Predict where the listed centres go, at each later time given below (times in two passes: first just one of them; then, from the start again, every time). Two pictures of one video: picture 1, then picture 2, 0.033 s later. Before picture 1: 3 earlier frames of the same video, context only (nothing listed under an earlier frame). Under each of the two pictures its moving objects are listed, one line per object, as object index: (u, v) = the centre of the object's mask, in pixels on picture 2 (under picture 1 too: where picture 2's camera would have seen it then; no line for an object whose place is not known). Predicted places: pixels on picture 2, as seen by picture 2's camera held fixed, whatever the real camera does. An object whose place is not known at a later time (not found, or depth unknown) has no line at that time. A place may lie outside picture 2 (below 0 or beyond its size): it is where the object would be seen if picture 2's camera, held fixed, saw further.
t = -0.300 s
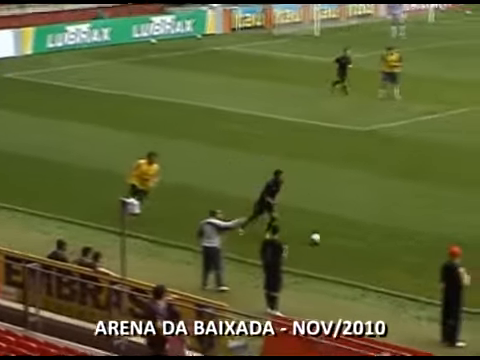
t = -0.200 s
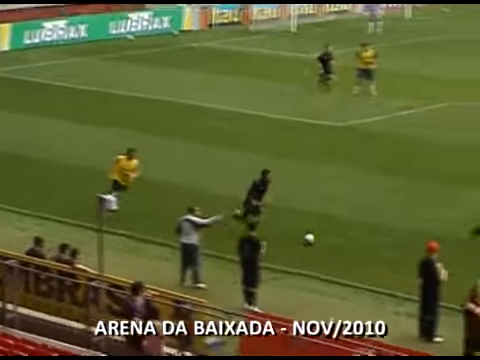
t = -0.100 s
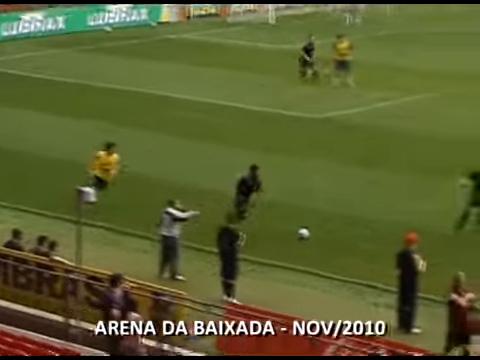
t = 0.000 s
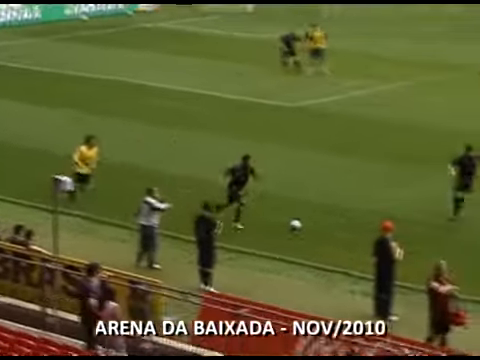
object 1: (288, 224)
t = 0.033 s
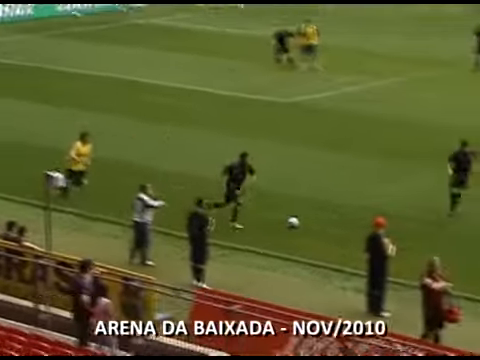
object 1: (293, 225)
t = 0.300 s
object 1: (331, 232)
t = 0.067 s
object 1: (297, 226)
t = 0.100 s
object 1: (302, 227)
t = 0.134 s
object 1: (307, 227)
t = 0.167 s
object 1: (312, 228)
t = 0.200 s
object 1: (317, 229)
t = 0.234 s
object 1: (322, 231)
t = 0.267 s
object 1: (327, 232)
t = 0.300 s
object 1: (331, 232)
